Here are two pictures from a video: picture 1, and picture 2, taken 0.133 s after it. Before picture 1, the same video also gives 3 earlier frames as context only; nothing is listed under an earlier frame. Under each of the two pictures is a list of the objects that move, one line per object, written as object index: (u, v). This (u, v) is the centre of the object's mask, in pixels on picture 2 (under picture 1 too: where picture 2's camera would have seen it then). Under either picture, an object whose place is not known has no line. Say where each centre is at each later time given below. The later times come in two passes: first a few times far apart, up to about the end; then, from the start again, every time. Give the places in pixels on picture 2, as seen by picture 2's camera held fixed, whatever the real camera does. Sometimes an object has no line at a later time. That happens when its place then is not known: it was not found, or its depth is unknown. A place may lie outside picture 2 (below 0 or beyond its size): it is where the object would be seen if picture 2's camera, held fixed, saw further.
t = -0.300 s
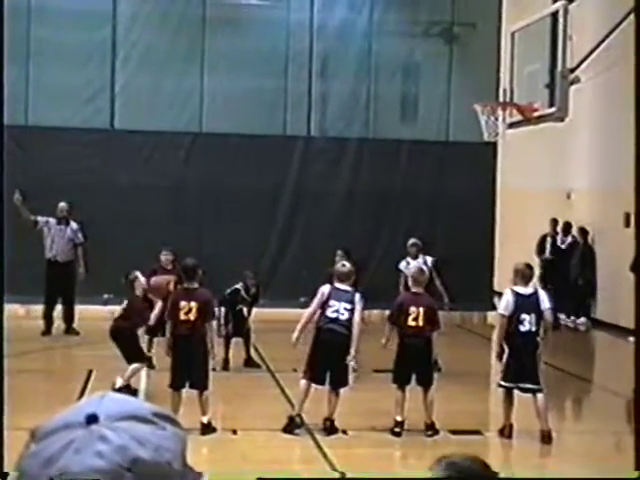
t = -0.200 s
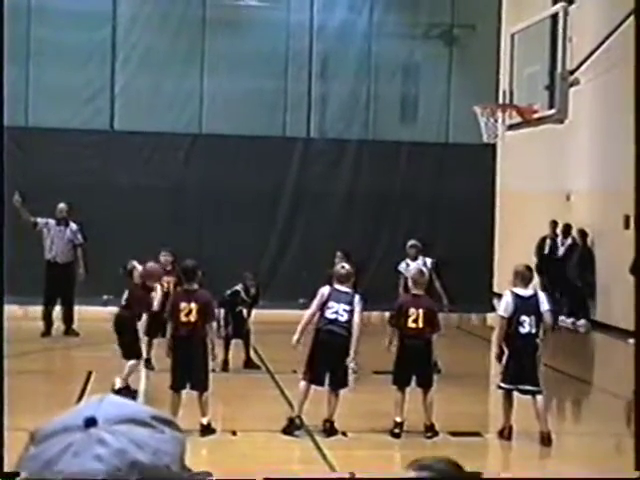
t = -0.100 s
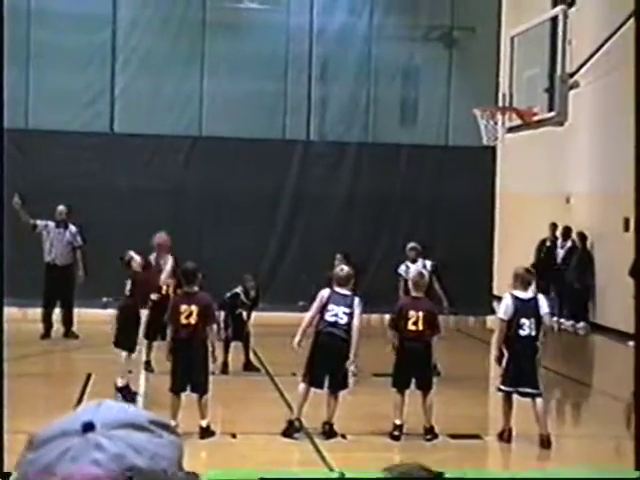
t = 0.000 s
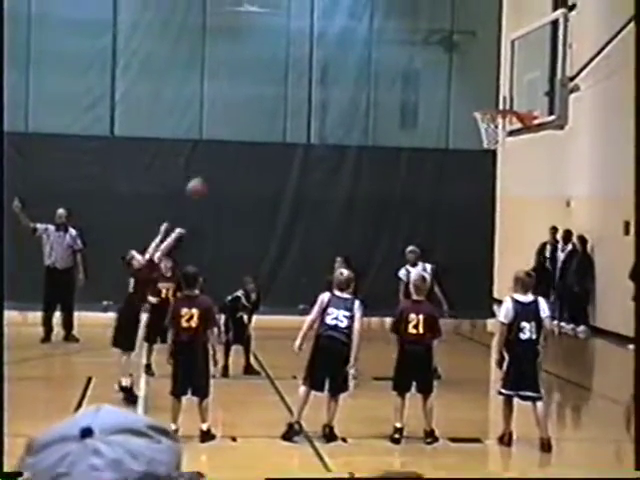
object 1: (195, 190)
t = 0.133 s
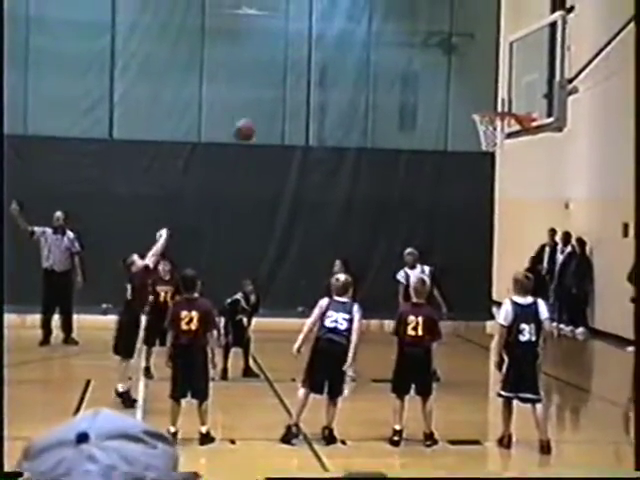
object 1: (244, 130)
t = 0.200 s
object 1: (267, 105)
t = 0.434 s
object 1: (349, 56)
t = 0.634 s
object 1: (414, 53)
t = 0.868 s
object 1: (488, 100)
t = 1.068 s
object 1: (549, 181)
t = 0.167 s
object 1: (256, 118)
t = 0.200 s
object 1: (267, 105)
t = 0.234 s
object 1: (279, 95)
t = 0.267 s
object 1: (291, 85)
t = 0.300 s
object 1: (302, 77)
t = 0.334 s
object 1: (315, 72)
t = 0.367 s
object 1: (325, 65)
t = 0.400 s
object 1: (337, 59)
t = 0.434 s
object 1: (349, 56)
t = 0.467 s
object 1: (360, 54)
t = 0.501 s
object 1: (370, 51)
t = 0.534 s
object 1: (381, 50)
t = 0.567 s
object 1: (392, 49)
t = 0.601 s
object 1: (403, 51)
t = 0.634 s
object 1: (414, 53)
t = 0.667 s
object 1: (425, 56)
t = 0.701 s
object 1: (436, 60)
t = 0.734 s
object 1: (446, 66)
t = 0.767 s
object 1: (459, 72)
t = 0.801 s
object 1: (467, 81)
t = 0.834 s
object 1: (477, 91)
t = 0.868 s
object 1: (488, 100)
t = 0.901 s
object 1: (499, 112)
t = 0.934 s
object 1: (511, 123)
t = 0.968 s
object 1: (518, 136)
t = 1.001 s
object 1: (534, 158)
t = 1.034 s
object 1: (539, 165)
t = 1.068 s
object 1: (549, 181)
